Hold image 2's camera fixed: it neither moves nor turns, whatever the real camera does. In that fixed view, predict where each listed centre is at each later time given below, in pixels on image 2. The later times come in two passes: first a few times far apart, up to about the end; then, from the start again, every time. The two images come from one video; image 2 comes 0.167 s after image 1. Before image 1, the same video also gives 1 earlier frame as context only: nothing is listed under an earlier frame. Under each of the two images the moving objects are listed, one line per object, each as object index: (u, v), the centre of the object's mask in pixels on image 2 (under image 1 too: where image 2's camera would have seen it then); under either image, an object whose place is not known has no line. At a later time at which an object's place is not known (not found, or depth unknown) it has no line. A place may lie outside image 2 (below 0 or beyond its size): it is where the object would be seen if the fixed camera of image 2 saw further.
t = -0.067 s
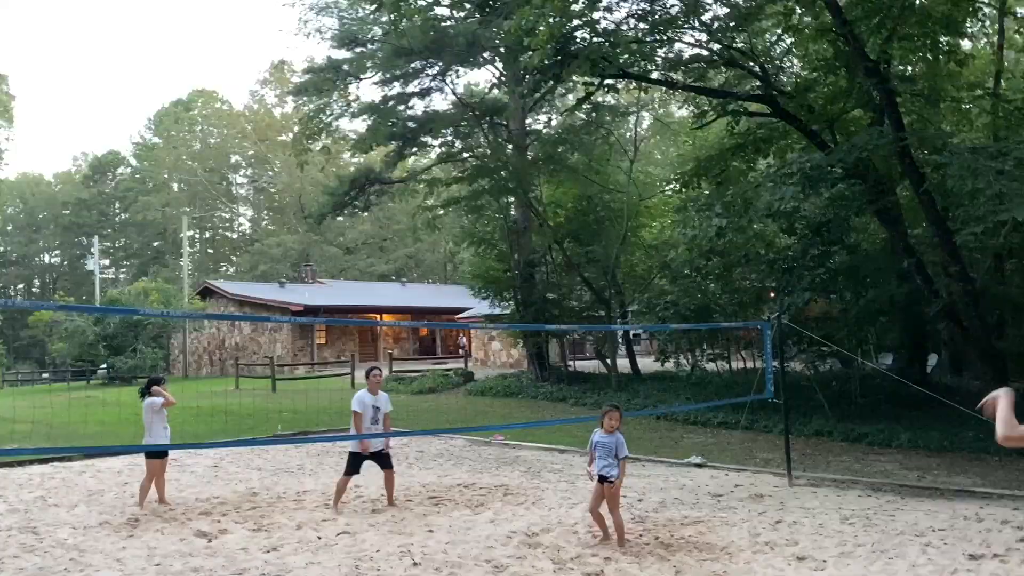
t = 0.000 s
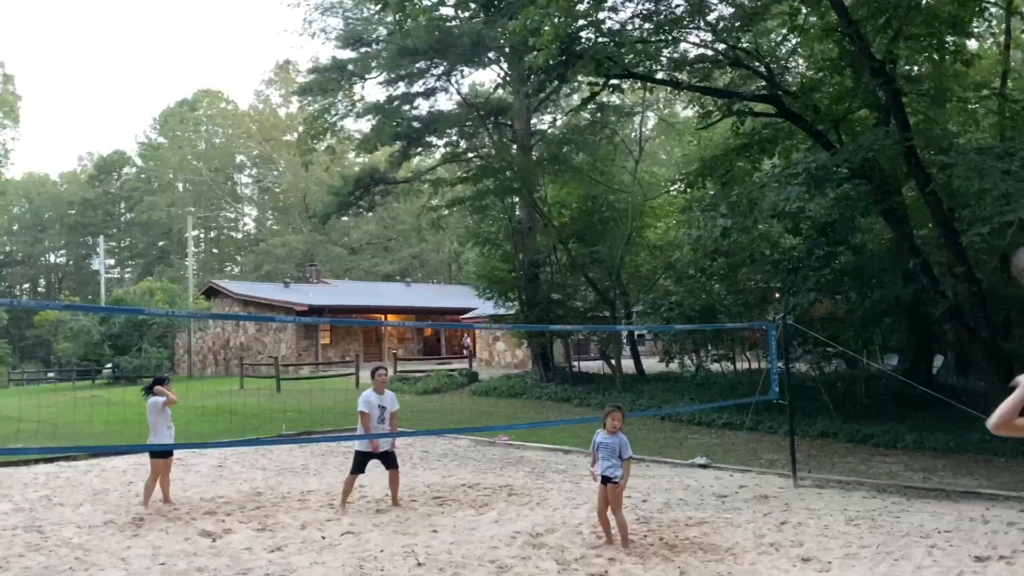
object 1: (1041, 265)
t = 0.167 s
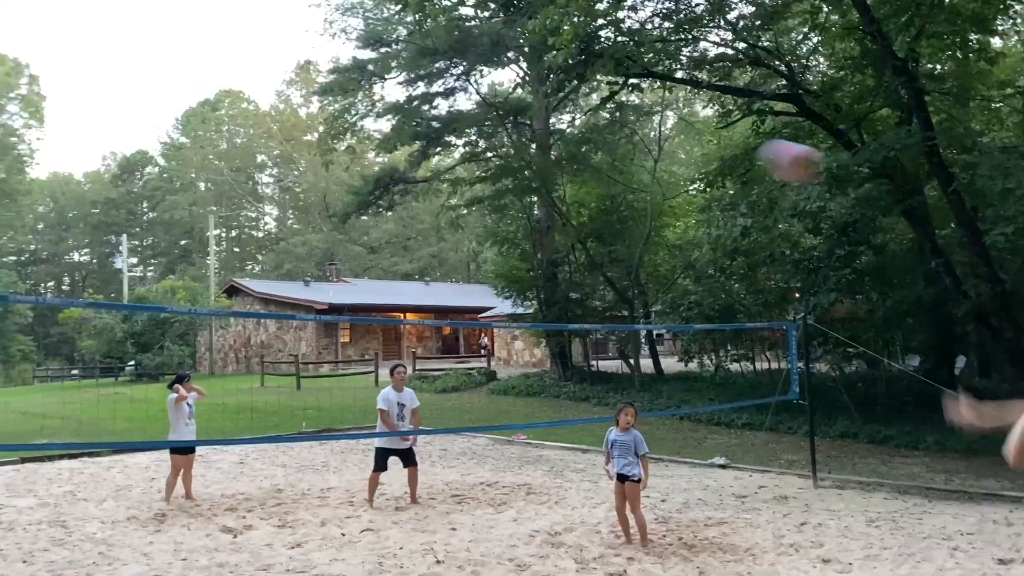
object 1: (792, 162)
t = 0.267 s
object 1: (668, 134)
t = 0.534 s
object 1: (455, 149)
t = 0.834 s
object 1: (310, 246)
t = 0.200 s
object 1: (748, 150)
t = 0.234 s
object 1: (707, 139)
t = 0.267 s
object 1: (668, 134)
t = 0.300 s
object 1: (632, 130)
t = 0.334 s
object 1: (603, 129)
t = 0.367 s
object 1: (574, 129)
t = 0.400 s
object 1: (546, 130)
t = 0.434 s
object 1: (520, 133)
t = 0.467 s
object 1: (497, 138)
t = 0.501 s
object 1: (475, 143)
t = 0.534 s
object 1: (455, 149)
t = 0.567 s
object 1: (435, 157)
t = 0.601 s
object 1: (417, 166)
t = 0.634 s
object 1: (399, 175)
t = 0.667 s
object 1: (382, 185)
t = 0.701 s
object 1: (366, 196)
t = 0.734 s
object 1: (352, 206)
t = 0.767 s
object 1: (337, 218)
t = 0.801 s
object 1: (324, 231)
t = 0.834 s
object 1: (310, 246)
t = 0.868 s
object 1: (297, 260)
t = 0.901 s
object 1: (286, 274)
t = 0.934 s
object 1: (277, 289)
